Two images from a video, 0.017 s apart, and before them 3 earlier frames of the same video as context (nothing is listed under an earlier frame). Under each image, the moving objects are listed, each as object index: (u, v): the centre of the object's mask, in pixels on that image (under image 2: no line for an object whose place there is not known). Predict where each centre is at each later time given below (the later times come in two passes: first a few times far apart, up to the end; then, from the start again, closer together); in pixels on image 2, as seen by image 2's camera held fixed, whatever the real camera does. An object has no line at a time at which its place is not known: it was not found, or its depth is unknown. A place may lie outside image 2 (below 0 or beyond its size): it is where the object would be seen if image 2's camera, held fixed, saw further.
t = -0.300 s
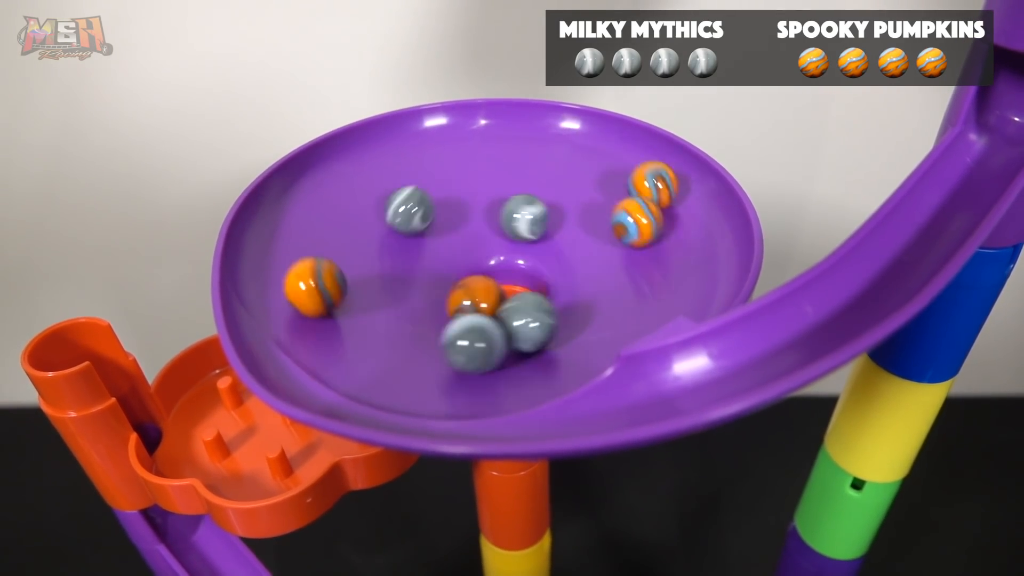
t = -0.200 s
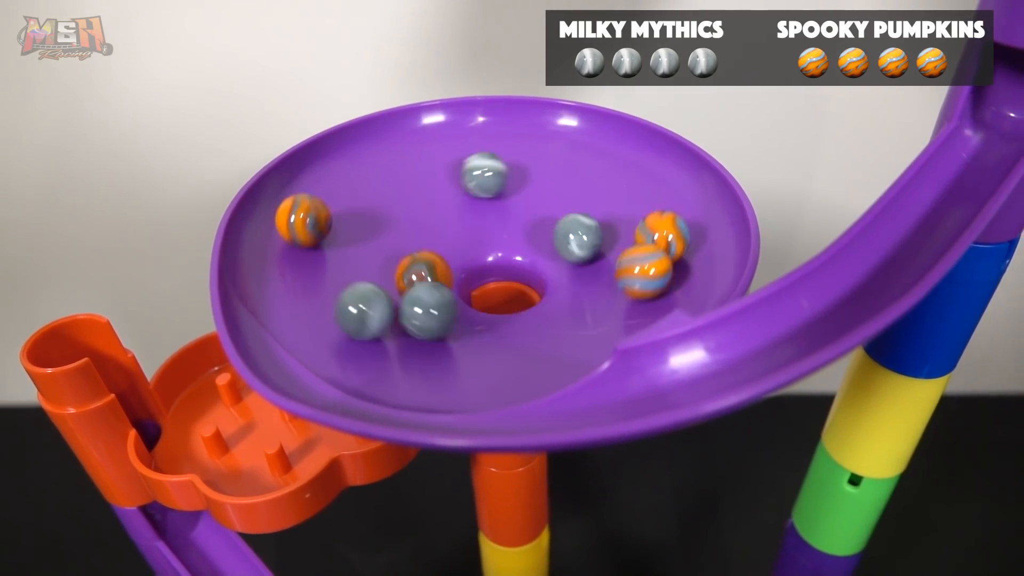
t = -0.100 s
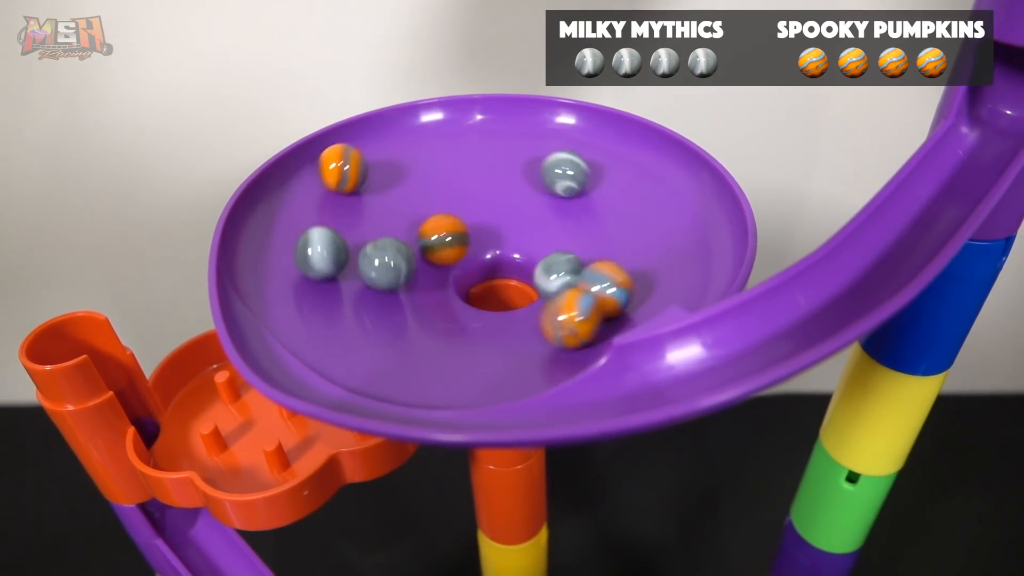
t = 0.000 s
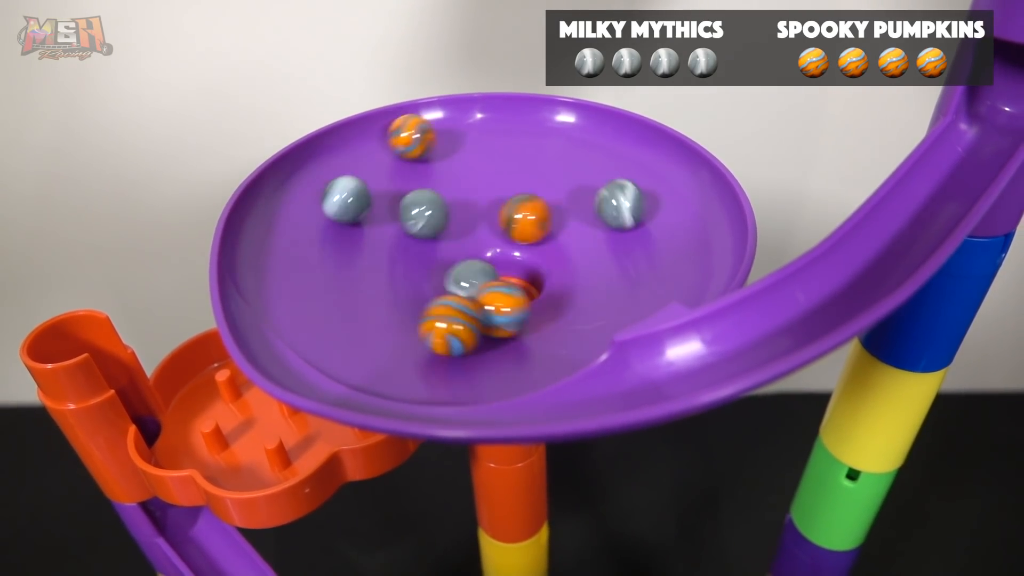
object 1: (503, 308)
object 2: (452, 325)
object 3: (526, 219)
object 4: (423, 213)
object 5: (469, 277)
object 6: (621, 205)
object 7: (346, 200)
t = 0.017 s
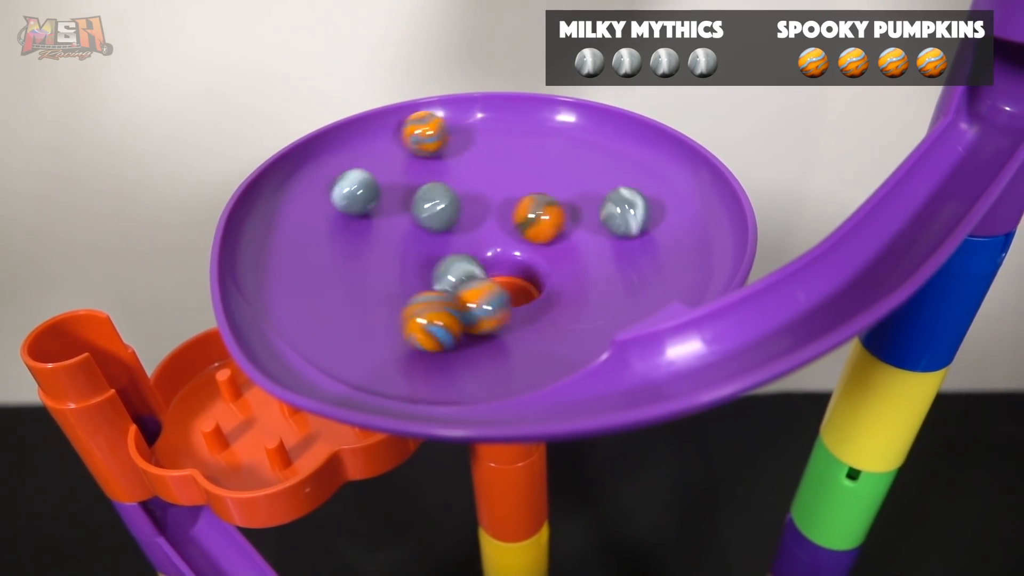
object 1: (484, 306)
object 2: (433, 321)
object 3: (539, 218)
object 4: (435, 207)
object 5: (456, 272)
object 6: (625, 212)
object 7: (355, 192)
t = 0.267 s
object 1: (427, 180)
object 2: (365, 190)
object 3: (514, 283)
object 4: (618, 218)
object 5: (504, 203)
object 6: (456, 301)
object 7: (570, 164)
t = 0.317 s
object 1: (458, 166)
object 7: (610, 178)
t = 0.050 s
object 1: (450, 297)
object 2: (398, 309)
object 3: (562, 222)
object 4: (463, 196)
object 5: (437, 259)
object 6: (628, 230)
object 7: (377, 180)
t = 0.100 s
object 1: (411, 271)
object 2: (361, 284)
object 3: (581, 231)
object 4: (508, 187)
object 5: (430, 233)
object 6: (616, 259)
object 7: (416, 165)
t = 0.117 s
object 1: (403, 260)
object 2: (352, 274)
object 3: (584, 233)
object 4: (523, 185)
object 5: (432, 227)
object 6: (607, 268)
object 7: (430, 162)
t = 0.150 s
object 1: (395, 239)
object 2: (342, 254)
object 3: (586, 244)
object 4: (552, 186)
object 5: (439, 215)
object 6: (584, 286)
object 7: (459, 157)
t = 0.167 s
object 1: (394, 229)
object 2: (340, 244)
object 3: (585, 251)
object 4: (565, 188)
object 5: (445, 209)
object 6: (569, 294)
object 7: (476, 155)
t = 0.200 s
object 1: (400, 210)
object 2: (342, 224)
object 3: (571, 267)
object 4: (589, 195)
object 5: (461, 202)
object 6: (534, 303)
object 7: (508, 155)
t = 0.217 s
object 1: (405, 201)
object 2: (346, 215)
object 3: (559, 273)
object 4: (599, 199)
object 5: (471, 200)
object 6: (514, 306)
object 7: (523, 156)
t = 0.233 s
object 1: (412, 193)
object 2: (351, 206)
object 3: (546, 278)
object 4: (607, 205)
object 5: (481, 200)
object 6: (493, 306)
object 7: (540, 158)
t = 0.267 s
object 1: (427, 180)
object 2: (365, 190)
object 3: (514, 283)
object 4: (618, 218)
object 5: (504, 203)
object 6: (456, 301)
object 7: (570, 164)
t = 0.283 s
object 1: (437, 174)
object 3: (500, 283)
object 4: (621, 225)
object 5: (514, 206)
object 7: (584, 168)
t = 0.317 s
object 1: (458, 166)
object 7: (610, 178)
